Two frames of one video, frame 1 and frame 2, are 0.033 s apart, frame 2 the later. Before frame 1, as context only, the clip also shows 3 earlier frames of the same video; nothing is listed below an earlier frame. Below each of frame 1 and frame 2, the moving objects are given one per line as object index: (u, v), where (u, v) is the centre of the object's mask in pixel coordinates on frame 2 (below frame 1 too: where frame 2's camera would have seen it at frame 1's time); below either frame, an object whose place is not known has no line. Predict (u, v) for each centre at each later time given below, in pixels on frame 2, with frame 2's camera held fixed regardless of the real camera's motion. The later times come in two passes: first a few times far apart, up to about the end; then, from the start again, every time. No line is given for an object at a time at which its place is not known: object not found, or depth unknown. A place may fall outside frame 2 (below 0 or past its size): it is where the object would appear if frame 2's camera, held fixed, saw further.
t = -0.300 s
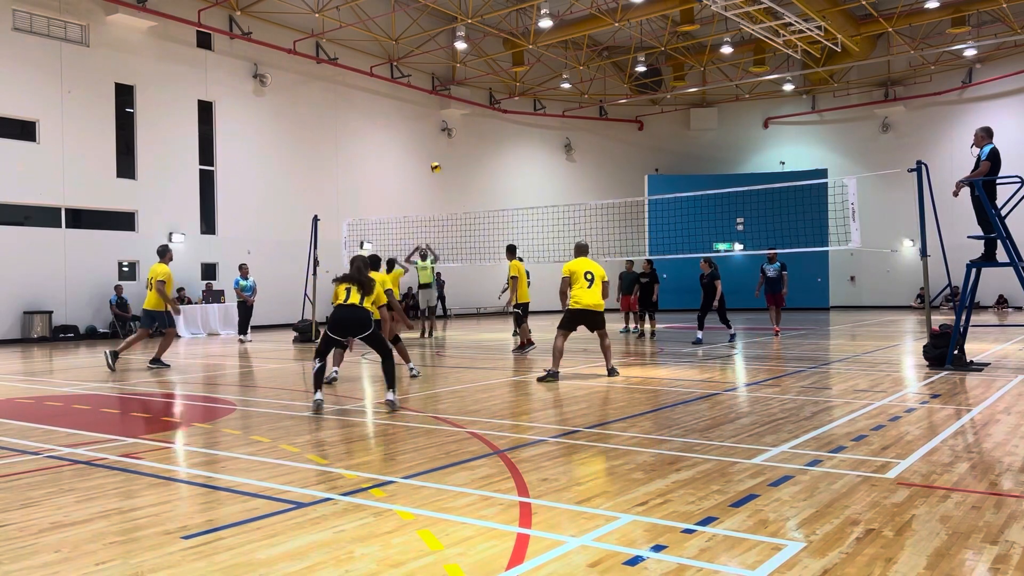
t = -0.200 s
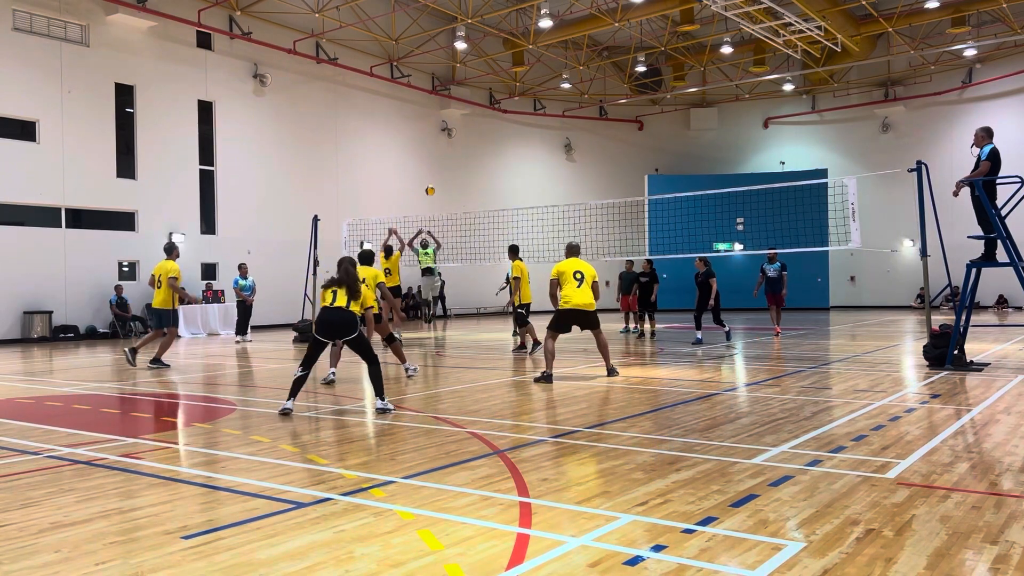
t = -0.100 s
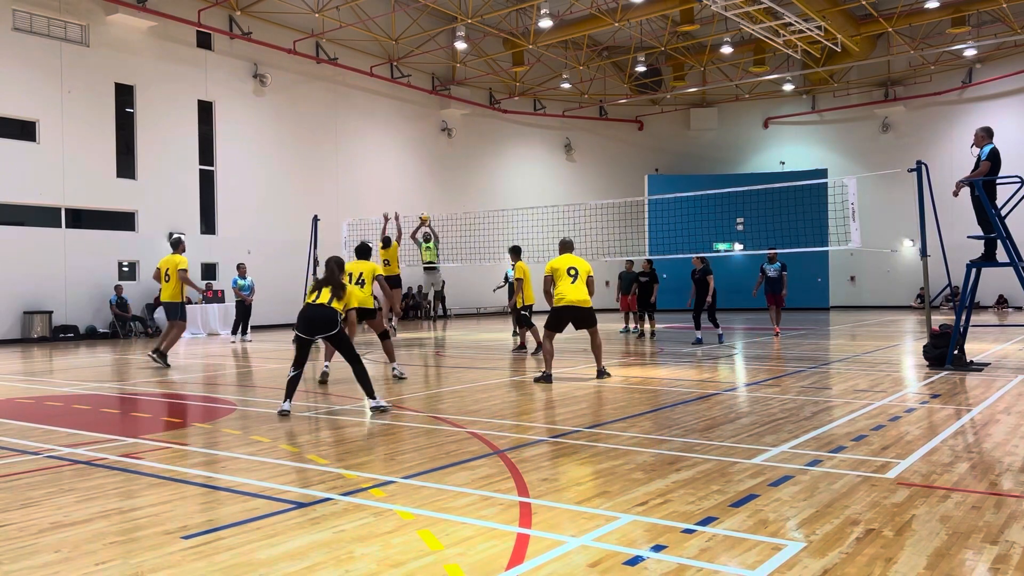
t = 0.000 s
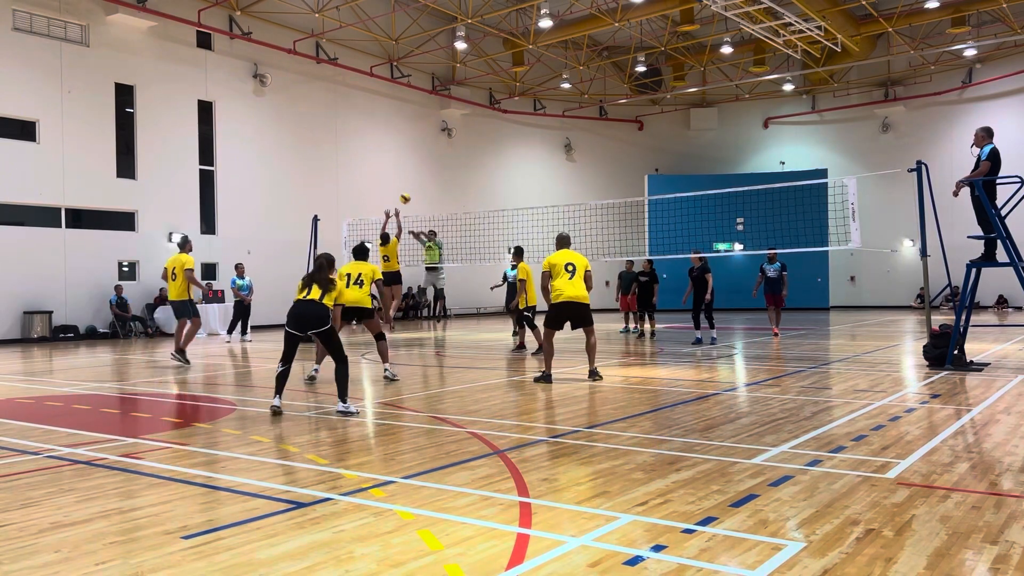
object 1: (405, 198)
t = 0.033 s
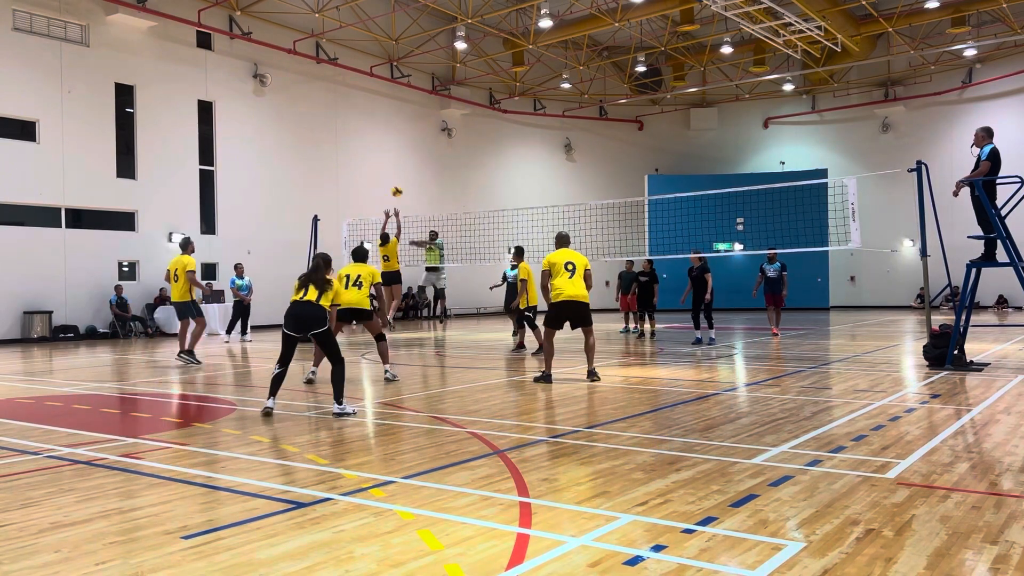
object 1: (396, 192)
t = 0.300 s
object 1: (320, 148)
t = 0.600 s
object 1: (209, 139)
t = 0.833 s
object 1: (100, 179)
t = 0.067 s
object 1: (388, 185)
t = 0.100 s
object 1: (379, 179)
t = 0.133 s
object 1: (369, 172)
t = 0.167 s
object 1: (360, 167)
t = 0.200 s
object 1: (350, 161)
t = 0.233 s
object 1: (340, 157)
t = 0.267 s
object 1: (330, 152)
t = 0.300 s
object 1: (320, 148)
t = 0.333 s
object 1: (309, 144)
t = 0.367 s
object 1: (298, 141)
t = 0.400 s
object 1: (286, 139)
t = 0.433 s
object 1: (274, 137)
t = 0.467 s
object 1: (262, 136)
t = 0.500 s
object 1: (249, 136)
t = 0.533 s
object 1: (237, 136)
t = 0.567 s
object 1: (224, 138)
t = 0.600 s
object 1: (209, 139)
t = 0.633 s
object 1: (195, 142)
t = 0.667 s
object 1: (181, 145)
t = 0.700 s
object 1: (166, 150)
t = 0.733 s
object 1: (150, 156)
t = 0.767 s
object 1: (134, 163)
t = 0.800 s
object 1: (118, 170)
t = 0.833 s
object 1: (100, 179)
